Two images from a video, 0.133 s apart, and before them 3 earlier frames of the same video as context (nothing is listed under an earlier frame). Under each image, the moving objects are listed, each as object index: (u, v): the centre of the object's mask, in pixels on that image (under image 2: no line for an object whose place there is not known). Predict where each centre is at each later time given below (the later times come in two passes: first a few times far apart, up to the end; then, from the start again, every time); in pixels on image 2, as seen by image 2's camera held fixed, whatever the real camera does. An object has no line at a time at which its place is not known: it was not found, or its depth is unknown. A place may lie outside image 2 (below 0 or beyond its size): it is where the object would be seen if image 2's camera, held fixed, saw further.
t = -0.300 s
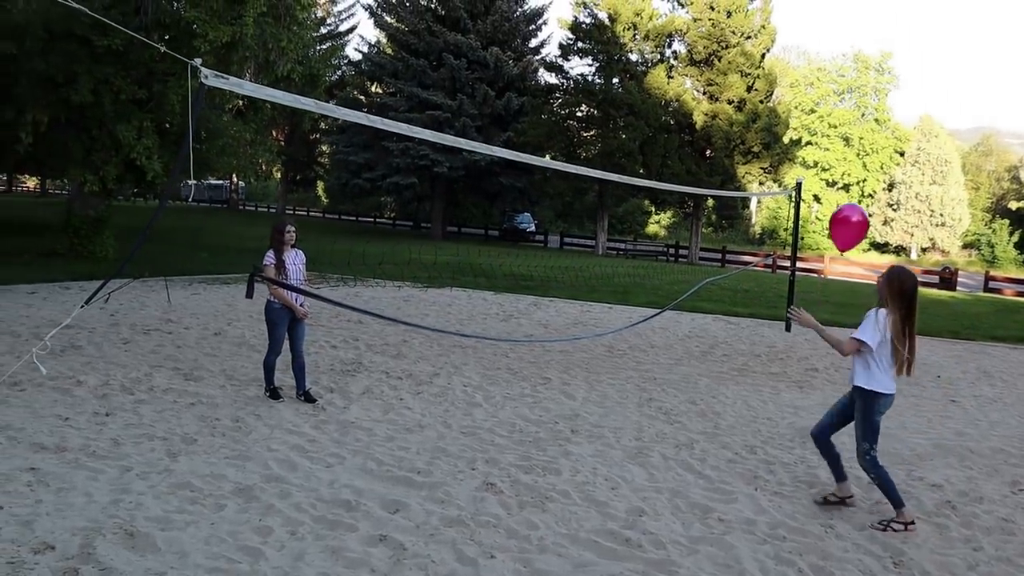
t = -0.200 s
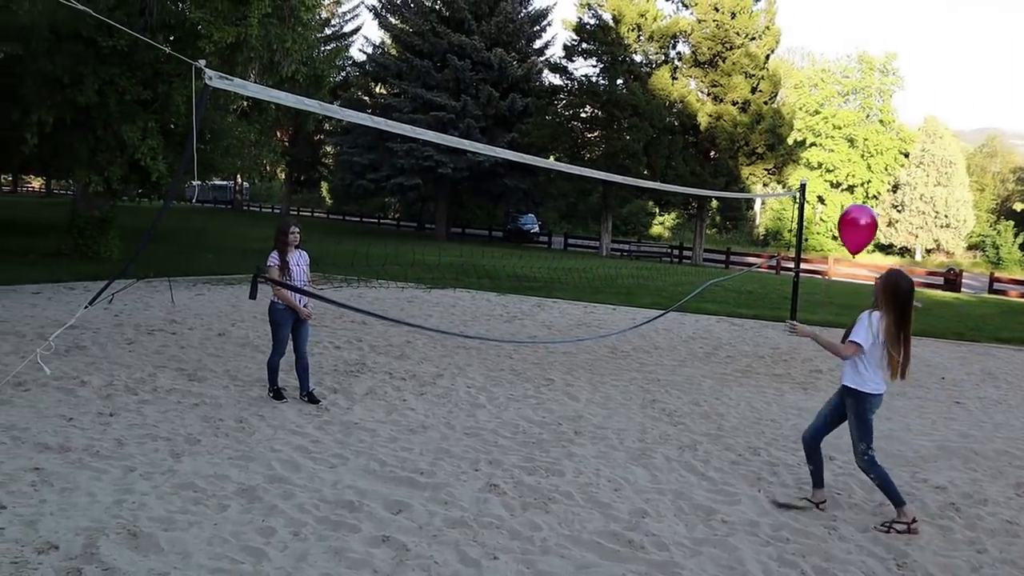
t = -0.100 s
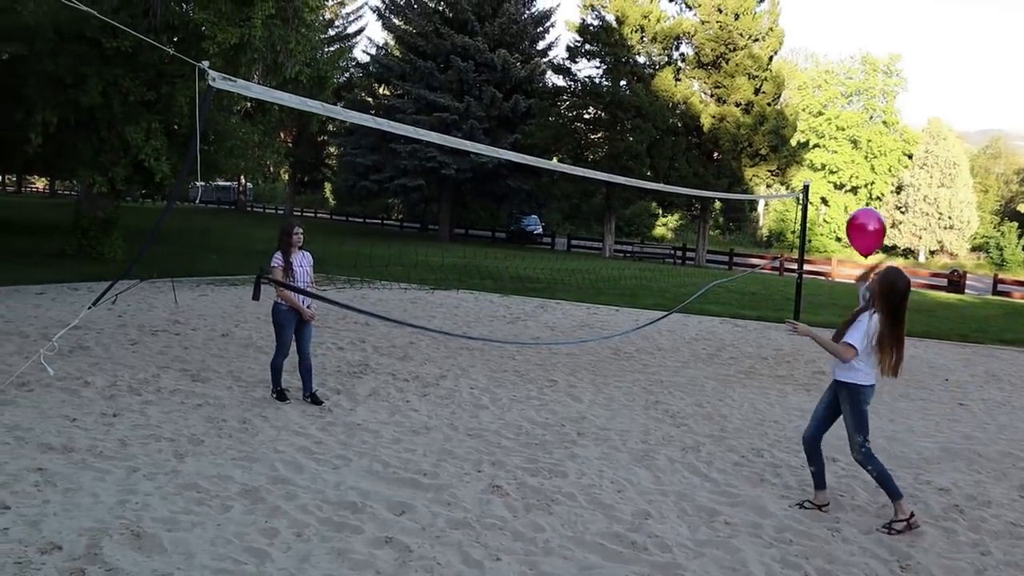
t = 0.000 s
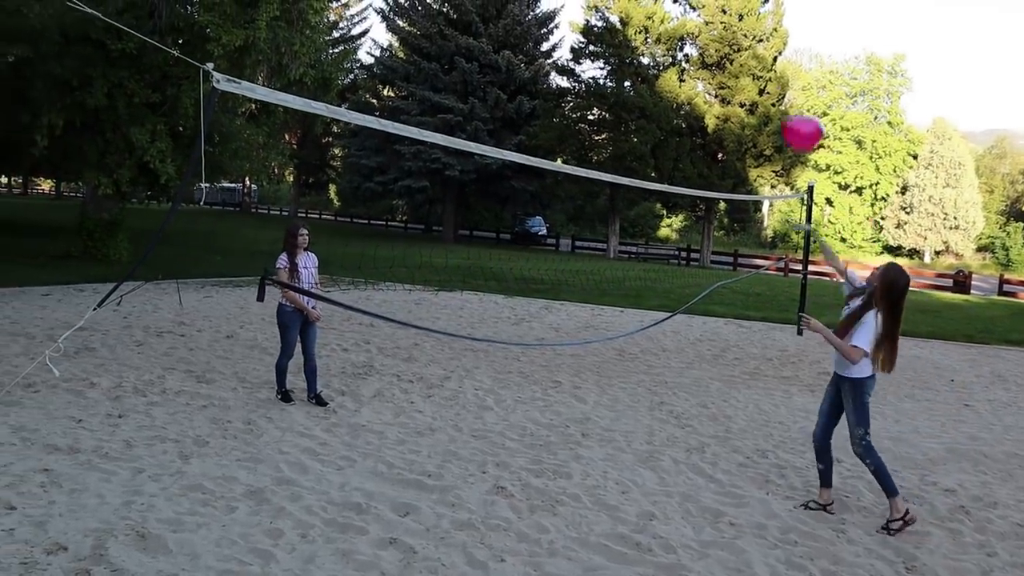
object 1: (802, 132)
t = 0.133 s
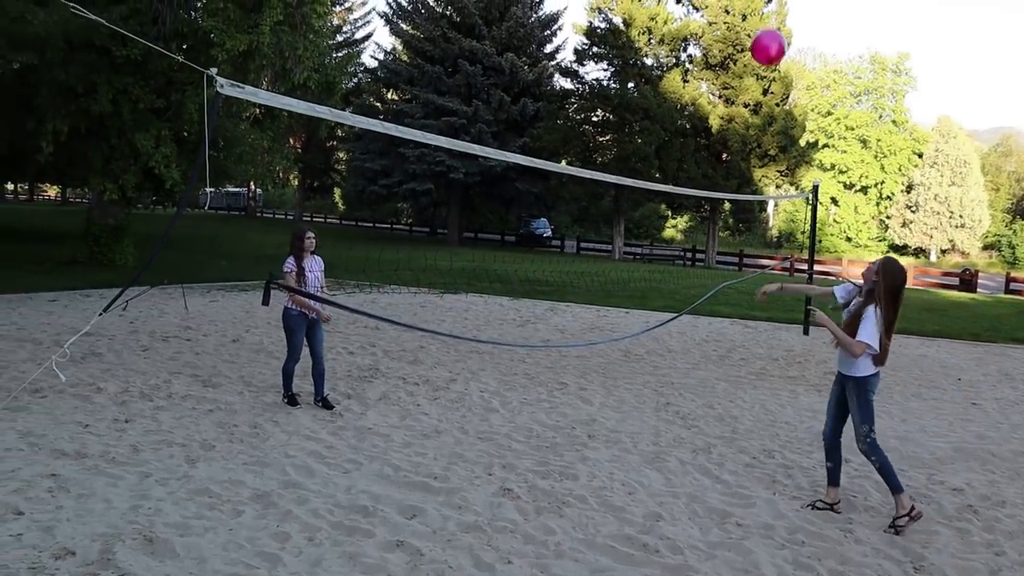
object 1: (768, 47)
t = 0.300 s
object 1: (745, 13)
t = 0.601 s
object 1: (742, 21)
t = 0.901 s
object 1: (755, 49)
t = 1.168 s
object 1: (766, 86)
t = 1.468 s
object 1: (774, 136)
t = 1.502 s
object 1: (775, 142)
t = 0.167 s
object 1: (762, 35)
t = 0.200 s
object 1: (757, 26)
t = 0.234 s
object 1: (753, 19)
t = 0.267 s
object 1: (748, 15)
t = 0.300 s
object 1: (745, 13)
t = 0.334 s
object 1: (743, 12)
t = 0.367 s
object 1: (741, 12)
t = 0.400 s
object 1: (740, 12)
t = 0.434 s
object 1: (740, 12)
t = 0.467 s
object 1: (740, 12)
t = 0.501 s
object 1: (740, 15)
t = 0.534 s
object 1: (740, 17)
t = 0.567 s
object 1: (741, 19)
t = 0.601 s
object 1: (742, 21)
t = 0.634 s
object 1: (743, 24)
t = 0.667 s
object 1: (745, 26)
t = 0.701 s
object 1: (746, 29)
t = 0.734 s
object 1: (747, 32)
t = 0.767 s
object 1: (749, 35)
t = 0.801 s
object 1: (750, 39)
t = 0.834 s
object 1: (752, 42)
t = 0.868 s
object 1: (753, 45)
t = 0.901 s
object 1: (755, 49)
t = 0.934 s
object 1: (756, 53)
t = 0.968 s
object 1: (758, 57)
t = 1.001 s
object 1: (759, 62)
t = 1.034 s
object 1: (761, 66)
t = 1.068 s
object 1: (762, 71)
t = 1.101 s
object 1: (763, 76)
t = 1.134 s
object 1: (765, 81)
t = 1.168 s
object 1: (766, 86)
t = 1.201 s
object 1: (767, 91)
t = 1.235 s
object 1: (768, 96)
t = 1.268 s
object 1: (770, 102)
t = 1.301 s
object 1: (770, 108)
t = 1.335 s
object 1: (771, 113)
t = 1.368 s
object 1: (772, 120)
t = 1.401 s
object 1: (773, 125)
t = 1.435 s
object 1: (774, 130)
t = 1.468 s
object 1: (774, 136)
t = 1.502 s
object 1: (775, 142)
